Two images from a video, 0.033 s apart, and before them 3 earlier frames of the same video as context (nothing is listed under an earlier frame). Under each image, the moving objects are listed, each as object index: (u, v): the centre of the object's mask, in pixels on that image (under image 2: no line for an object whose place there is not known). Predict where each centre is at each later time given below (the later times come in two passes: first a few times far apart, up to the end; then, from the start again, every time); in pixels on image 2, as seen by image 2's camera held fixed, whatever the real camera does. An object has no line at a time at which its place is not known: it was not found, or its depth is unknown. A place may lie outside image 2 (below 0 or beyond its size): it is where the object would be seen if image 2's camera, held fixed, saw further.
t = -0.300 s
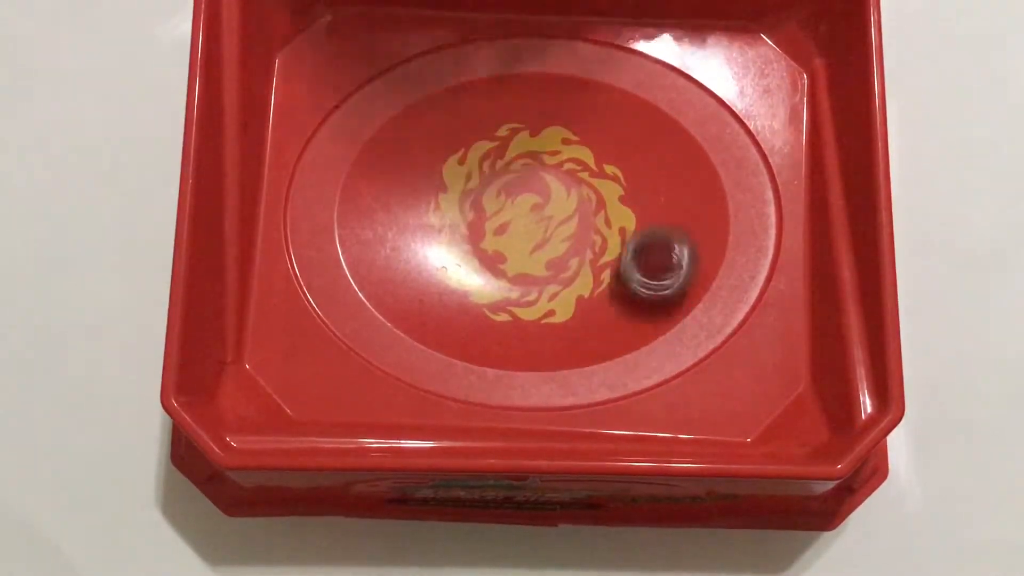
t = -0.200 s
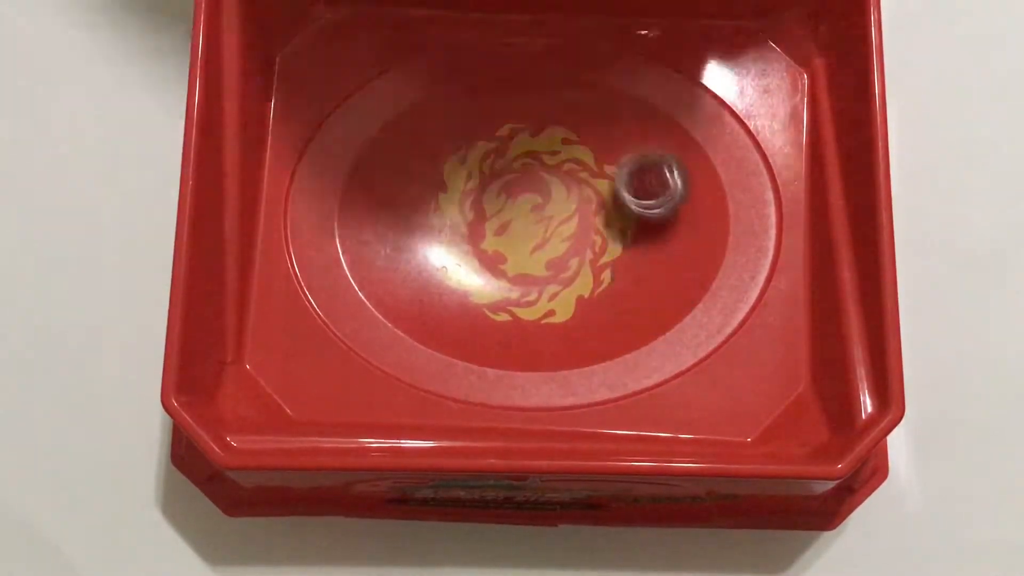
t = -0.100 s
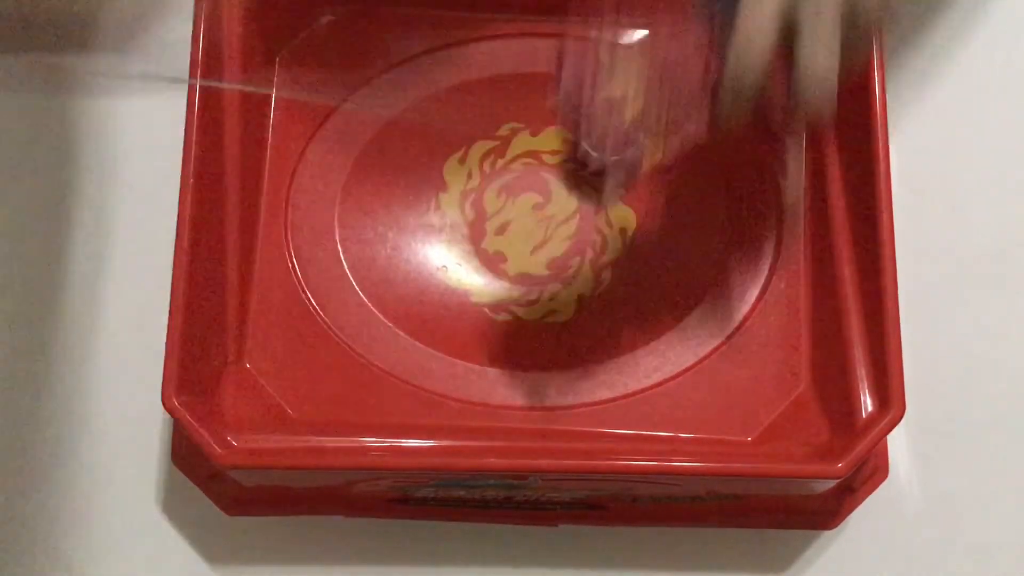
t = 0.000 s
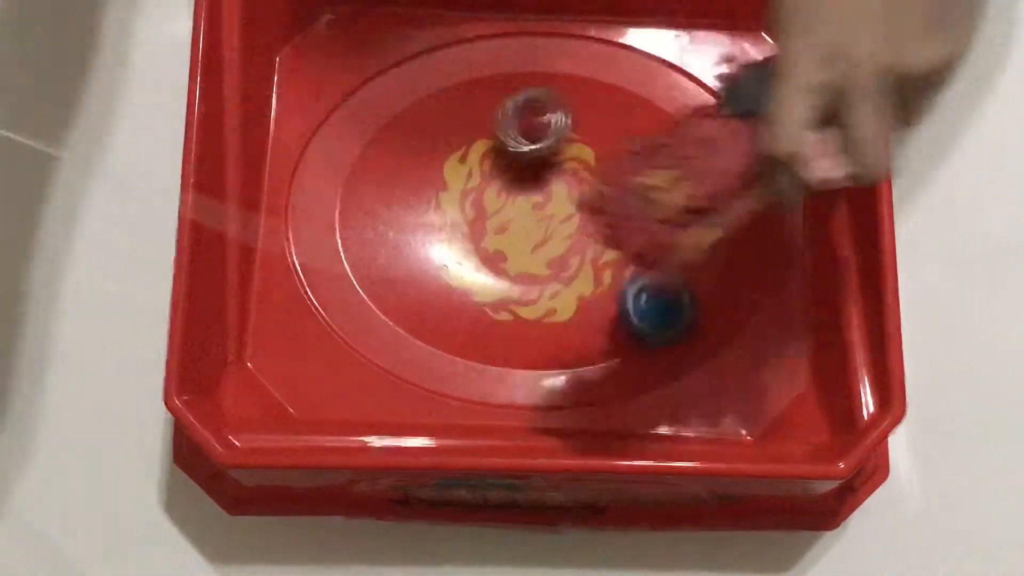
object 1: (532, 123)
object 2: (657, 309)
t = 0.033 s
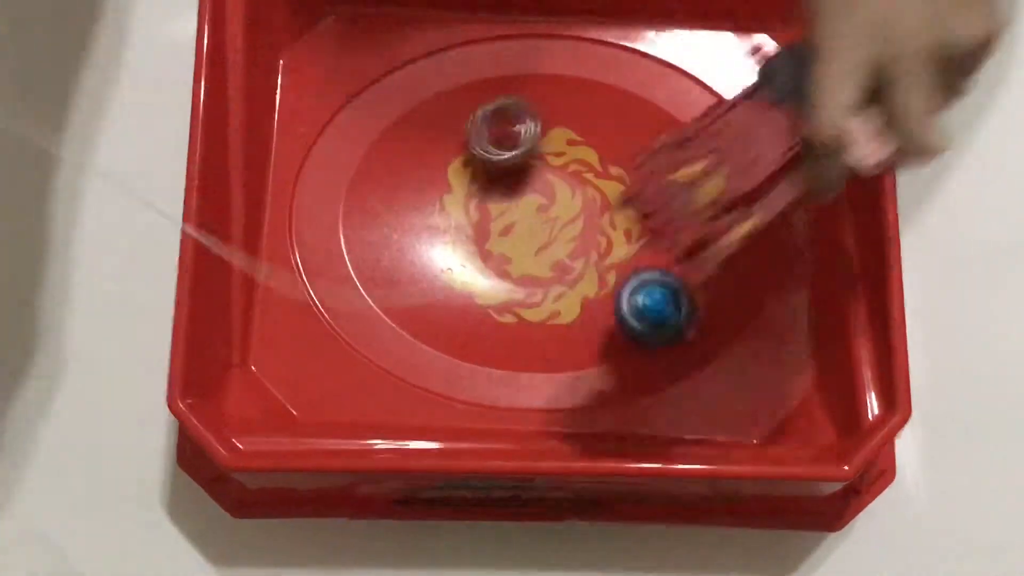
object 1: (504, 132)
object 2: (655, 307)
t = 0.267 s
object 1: (411, 262)
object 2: (565, 295)
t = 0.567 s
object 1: (562, 301)
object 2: (466, 162)
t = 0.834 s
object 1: (626, 169)
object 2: (544, 197)
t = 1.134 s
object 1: (470, 169)
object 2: (625, 306)
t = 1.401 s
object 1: (419, 281)
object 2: (489, 229)
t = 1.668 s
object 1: (525, 260)
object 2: (524, 142)
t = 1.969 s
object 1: (563, 214)
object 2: (699, 208)
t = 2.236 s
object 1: (526, 185)
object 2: (592, 280)
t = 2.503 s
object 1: (456, 78)
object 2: (443, 293)
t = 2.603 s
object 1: (432, 63)
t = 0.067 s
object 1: (477, 148)
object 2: (648, 306)
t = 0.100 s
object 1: (455, 164)
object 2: (638, 311)
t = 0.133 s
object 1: (438, 181)
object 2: (628, 320)
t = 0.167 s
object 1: (425, 201)
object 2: (616, 332)
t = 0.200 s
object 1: (416, 224)
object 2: (604, 342)
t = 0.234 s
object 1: (411, 242)
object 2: (584, 320)
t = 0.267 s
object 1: (411, 262)
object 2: (565, 295)
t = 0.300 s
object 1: (416, 281)
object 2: (545, 278)
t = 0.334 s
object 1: (428, 296)
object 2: (526, 260)
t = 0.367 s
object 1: (442, 308)
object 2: (513, 240)
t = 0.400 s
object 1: (459, 317)
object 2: (498, 221)
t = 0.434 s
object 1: (479, 324)
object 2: (487, 207)
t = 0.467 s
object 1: (500, 323)
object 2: (478, 194)
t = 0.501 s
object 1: (521, 320)
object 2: (471, 181)
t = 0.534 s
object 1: (542, 312)
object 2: (466, 170)
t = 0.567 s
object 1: (562, 301)
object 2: (466, 162)
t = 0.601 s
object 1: (578, 288)
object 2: (469, 157)
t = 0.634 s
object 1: (594, 270)
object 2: (475, 155)
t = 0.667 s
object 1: (606, 252)
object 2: (485, 156)
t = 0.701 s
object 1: (618, 232)
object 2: (495, 161)
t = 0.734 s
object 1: (622, 215)
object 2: (506, 168)
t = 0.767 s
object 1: (626, 199)
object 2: (518, 178)
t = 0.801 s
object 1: (628, 183)
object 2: (531, 187)
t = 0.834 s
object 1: (626, 169)
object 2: (544, 197)
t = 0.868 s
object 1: (621, 157)
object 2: (558, 208)
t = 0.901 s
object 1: (611, 146)
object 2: (573, 220)
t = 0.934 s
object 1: (596, 139)
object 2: (588, 233)
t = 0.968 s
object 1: (578, 137)
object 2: (604, 246)
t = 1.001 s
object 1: (558, 136)
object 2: (618, 260)
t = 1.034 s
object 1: (535, 139)
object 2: (628, 275)
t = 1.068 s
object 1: (511, 146)
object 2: (632, 288)
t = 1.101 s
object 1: (489, 156)
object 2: (631, 299)
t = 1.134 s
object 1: (470, 169)
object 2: (625, 306)
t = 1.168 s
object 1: (449, 184)
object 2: (614, 310)
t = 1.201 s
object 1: (433, 199)
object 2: (597, 308)
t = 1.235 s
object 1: (422, 215)
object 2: (578, 301)
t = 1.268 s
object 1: (414, 232)
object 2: (557, 291)
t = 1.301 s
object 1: (411, 246)
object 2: (535, 278)
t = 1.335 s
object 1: (411, 259)
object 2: (515, 261)
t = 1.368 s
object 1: (416, 269)
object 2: (498, 247)
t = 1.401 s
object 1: (419, 281)
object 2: (489, 229)
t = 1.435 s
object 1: (423, 290)
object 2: (483, 214)
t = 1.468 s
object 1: (433, 295)
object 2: (481, 200)
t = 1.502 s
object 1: (446, 295)
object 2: (481, 186)
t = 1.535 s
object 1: (461, 293)
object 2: (484, 172)
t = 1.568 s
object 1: (478, 289)
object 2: (490, 160)
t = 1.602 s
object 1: (494, 280)
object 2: (499, 150)
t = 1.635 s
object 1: (510, 274)
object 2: (510, 145)
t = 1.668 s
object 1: (525, 260)
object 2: (524, 142)
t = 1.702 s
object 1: (538, 250)
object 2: (540, 142)
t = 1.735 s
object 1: (551, 243)
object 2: (560, 145)
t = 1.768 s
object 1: (561, 230)
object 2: (581, 151)
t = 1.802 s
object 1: (565, 227)
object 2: (607, 154)
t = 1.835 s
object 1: (567, 225)
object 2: (632, 157)
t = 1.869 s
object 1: (568, 223)
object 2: (655, 166)
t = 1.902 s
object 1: (567, 221)
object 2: (674, 180)
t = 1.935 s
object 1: (565, 217)
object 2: (690, 194)
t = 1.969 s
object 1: (563, 214)
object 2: (699, 208)
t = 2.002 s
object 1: (560, 210)
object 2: (703, 224)
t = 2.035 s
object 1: (557, 207)
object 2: (701, 240)
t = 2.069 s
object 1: (553, 204)
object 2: (694, 255)
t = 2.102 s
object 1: (549, 200)
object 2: (682, 267)
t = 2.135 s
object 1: (544, 198)
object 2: (665, 276)
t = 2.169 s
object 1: (538, 193)
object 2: (644, 282)
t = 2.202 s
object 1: (533, 189)
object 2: (620, 283)
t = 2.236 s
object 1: (526, 185)
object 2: (592, 280)
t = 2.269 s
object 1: (520, 182)
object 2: (565, 274)
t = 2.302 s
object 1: (513, 180)
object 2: (538, 265)
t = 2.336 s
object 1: (505, 176)
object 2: (512, 255)
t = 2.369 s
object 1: (497, 157)
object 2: (491, 265)
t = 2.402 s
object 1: (486, 130)
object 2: (474, 279)
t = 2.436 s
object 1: (476, 107)
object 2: (461, 289)
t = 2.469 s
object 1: (465, 89)
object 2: (450, 293)
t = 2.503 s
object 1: (456, 78)
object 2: (443, 293)
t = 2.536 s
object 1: (448, 71)
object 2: (439, 288)
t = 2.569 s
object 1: (440, 67)
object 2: (438, 279)
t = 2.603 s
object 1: (432, 63)
